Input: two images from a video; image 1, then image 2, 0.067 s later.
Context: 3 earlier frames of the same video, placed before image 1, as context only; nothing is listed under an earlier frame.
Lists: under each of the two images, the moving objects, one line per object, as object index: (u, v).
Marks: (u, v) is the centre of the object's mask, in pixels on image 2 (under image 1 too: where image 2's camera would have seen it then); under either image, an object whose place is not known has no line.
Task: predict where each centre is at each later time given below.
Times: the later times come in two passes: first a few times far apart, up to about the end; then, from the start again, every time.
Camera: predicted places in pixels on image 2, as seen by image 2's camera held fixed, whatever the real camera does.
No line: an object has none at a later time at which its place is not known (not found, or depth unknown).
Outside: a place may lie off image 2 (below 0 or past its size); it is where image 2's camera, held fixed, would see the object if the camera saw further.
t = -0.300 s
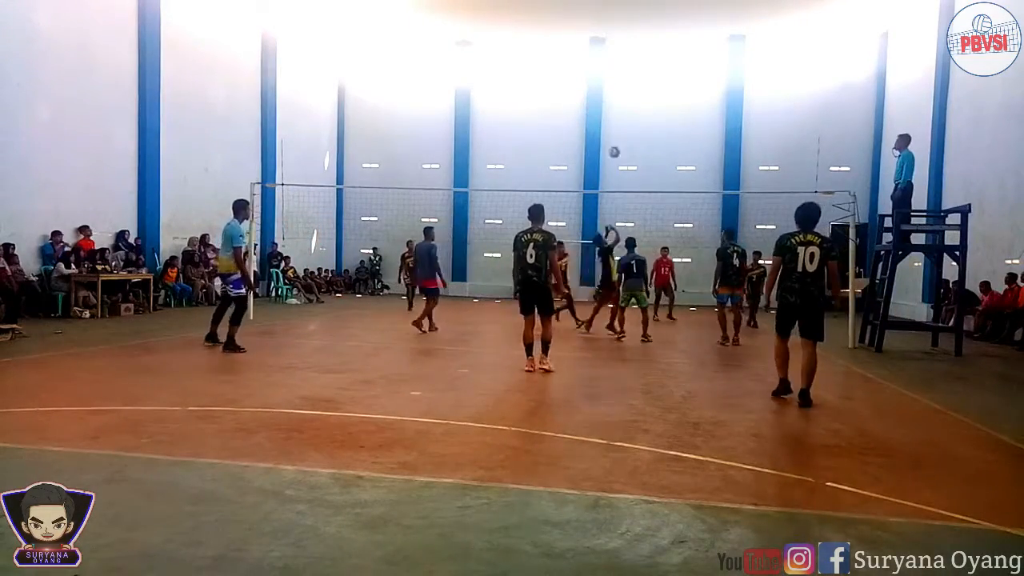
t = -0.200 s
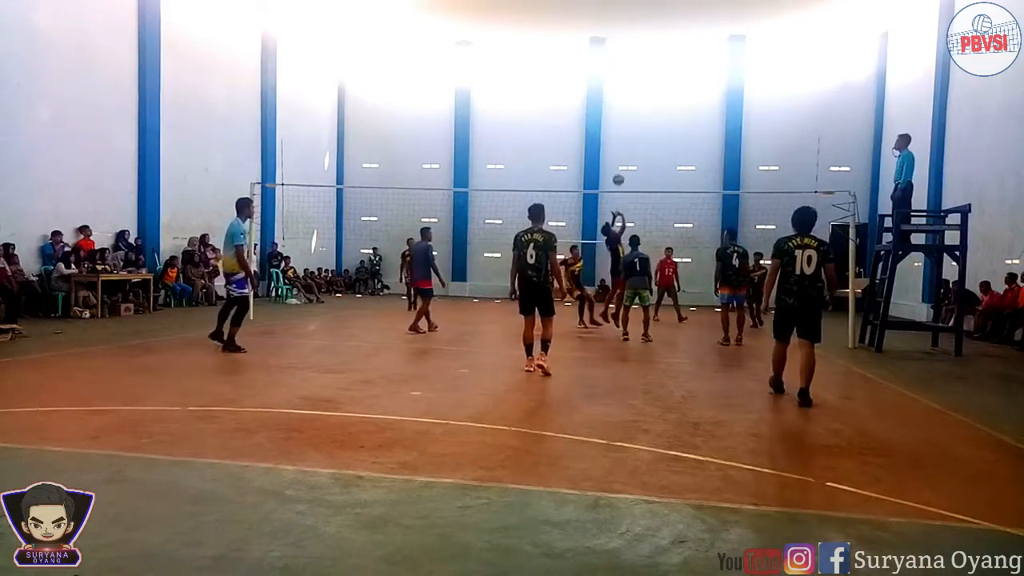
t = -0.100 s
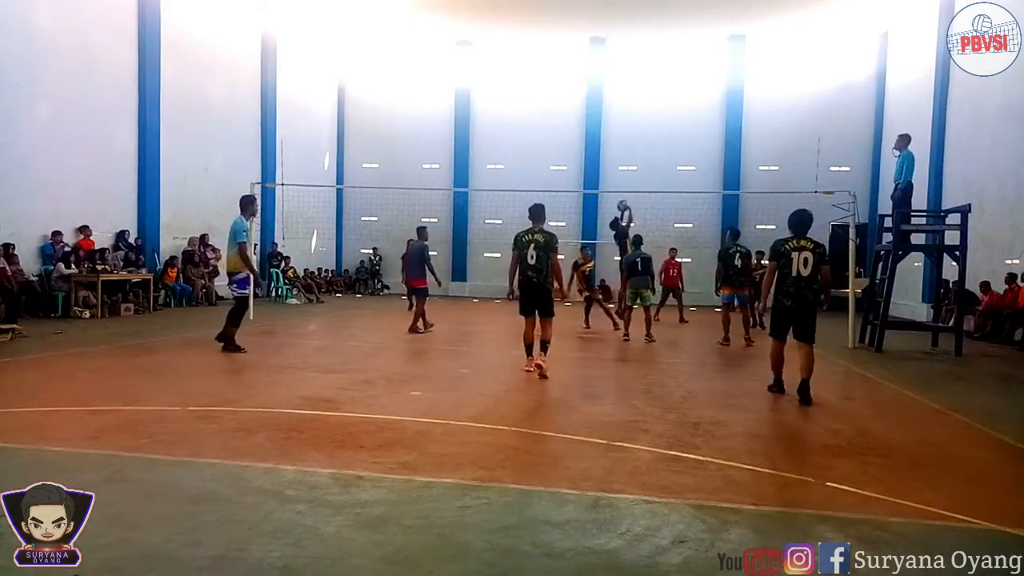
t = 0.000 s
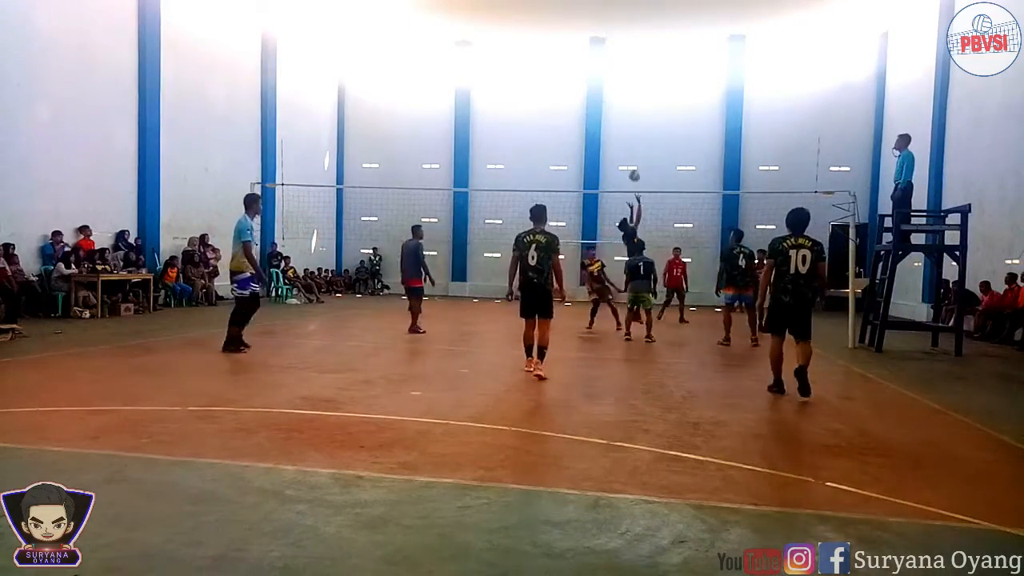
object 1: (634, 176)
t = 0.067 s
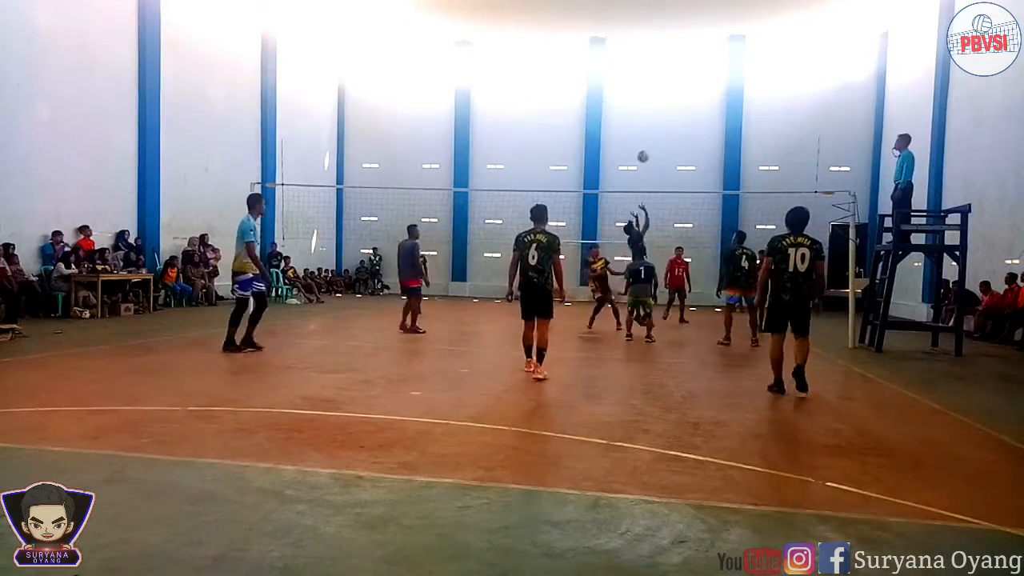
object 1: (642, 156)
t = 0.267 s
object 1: (667, 115)
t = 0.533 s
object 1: (699, 97)
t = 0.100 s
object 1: (647, 148)
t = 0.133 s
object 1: (651, 140)
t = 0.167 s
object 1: (655, 133)
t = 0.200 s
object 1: (659, 126)
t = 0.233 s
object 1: (663, 121)
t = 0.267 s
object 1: (667, 115)
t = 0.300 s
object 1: (671, 111)
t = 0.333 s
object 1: (675, 107)
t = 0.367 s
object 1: (679, 104)
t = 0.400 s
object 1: (683, 101)
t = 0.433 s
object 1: (687, 99)
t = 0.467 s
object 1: (691, 97)
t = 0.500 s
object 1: (695, 97)
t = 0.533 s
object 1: (699, 97)
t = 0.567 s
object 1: (702, 97)
